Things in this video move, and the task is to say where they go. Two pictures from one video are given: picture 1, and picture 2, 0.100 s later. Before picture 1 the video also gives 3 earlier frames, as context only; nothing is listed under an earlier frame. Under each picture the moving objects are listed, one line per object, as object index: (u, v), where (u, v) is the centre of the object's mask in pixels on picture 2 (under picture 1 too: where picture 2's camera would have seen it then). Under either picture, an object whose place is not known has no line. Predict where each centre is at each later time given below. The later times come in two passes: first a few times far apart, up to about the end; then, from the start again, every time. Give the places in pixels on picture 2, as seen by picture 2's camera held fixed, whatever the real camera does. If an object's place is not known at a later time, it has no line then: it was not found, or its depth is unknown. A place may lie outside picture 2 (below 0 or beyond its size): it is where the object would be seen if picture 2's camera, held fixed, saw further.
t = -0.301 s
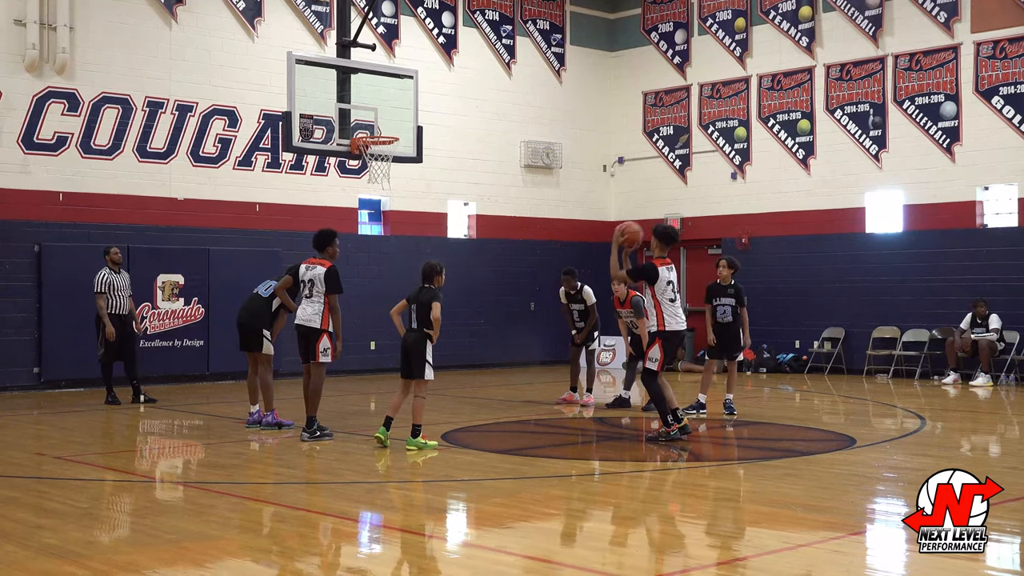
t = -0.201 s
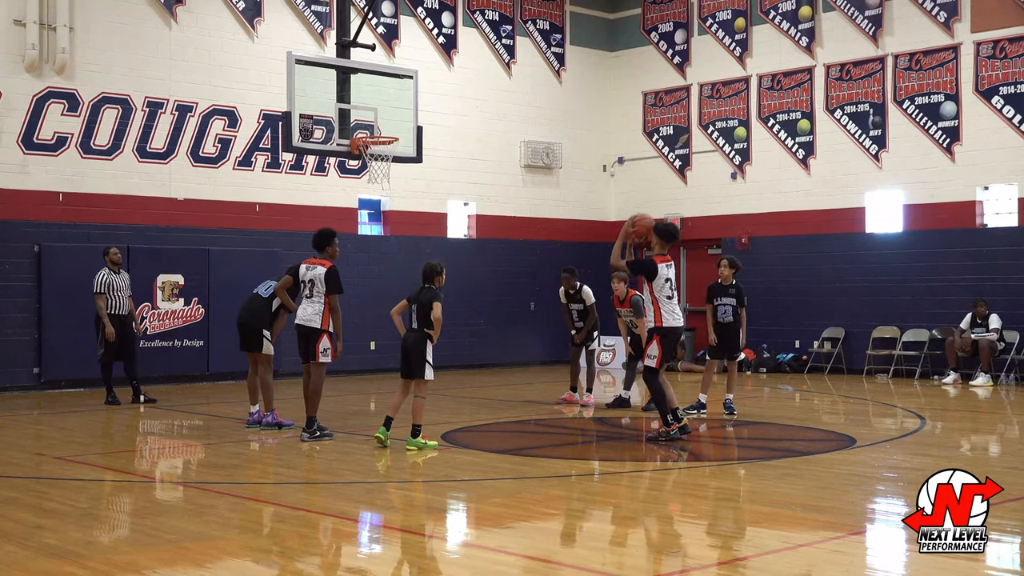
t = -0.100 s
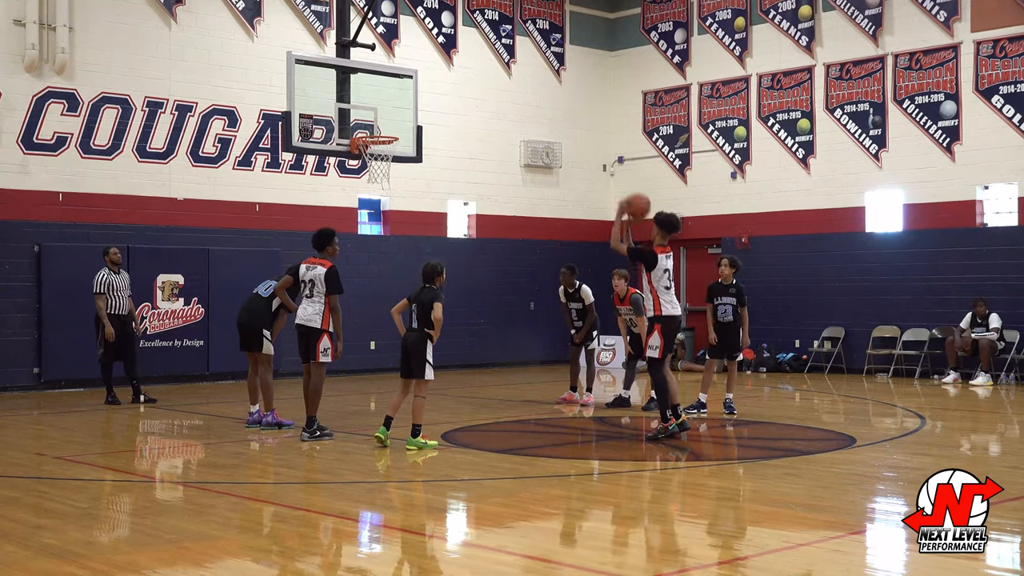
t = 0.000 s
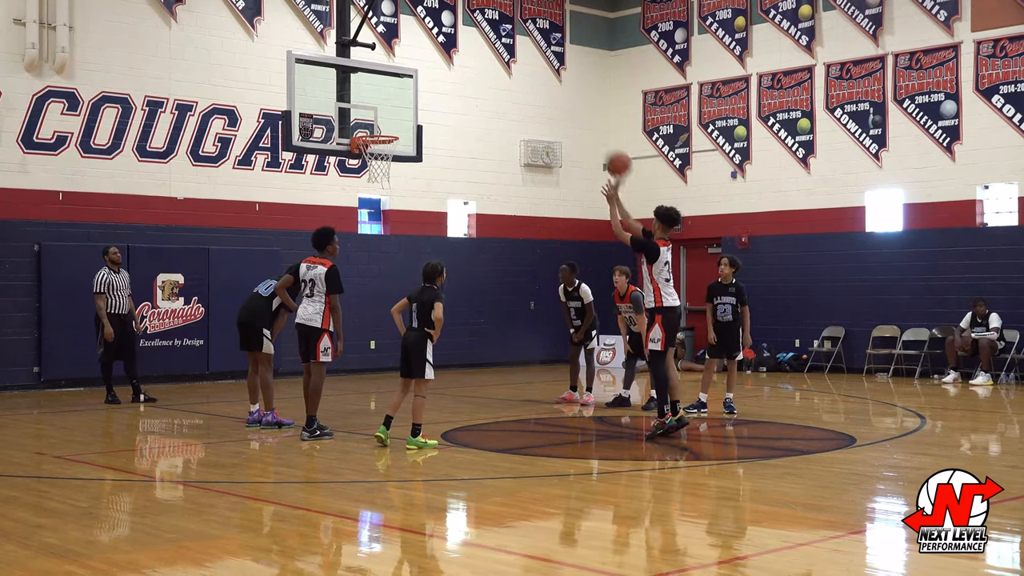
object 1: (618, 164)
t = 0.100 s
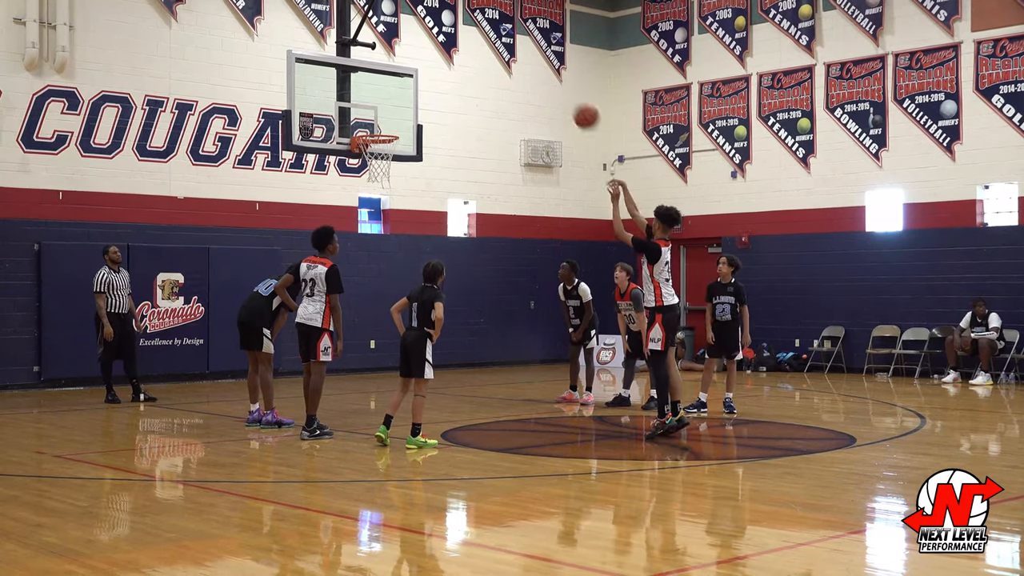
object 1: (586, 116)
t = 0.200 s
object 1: (555, 82)
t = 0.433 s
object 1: (490, 43)
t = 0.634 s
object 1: (439, 53)
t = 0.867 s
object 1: (386, 107)
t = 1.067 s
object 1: (372, 157)
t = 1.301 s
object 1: (393, 182)
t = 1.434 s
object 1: (406, 213)
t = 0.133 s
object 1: (575, 103)
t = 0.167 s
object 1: (565, 92)
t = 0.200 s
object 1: (555, 82)
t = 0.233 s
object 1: (545, 73)
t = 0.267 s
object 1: (535, 65)
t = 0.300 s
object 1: (526, 58)
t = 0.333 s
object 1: (517, 53)
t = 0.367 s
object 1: (508, 48)
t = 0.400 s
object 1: (498, 46)
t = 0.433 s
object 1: (490, 43)
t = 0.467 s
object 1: (480, 43)
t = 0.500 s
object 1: (472, 43)
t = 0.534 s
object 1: (463, 44)
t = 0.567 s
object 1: (455, 46)
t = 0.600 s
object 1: (448, 49)
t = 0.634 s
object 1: (439, 53)
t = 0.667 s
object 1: (431, 59)
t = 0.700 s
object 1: (424, 64)
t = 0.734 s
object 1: (416, 71)
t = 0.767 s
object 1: (408, 79)
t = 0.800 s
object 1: (400, 88)
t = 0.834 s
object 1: (393, 97)
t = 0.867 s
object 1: (386, 107)
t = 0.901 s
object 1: (379, 119)
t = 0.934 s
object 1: (373, 131)
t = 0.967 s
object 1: (368, 138)
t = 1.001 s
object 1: (367, 146)
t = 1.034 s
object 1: (368, 150)
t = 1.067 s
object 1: (372, 157)
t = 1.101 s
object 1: (373, 160)
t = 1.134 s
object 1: (376, 162)
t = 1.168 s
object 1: (379, 164)
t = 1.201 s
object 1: (384, 166)
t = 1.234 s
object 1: (387, 173)
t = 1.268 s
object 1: (390, 176)
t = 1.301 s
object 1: (393, 182)
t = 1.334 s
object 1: (396, 188)
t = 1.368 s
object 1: (400, 195)
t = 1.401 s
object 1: (403, 203)
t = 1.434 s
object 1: (406, 213)
